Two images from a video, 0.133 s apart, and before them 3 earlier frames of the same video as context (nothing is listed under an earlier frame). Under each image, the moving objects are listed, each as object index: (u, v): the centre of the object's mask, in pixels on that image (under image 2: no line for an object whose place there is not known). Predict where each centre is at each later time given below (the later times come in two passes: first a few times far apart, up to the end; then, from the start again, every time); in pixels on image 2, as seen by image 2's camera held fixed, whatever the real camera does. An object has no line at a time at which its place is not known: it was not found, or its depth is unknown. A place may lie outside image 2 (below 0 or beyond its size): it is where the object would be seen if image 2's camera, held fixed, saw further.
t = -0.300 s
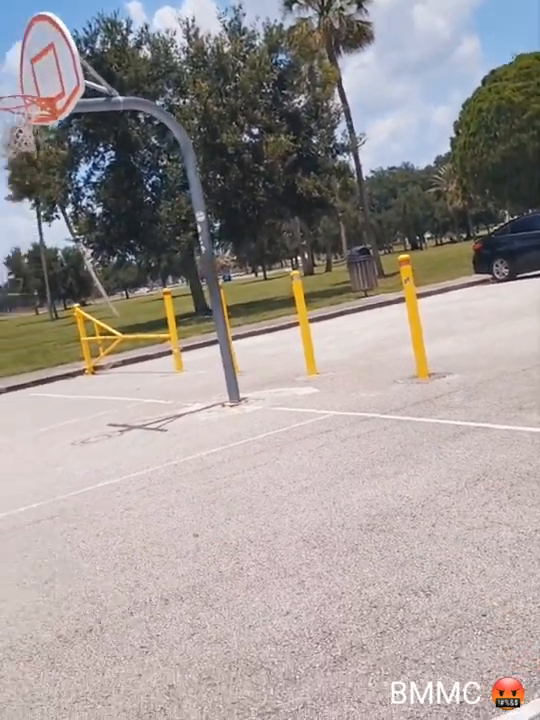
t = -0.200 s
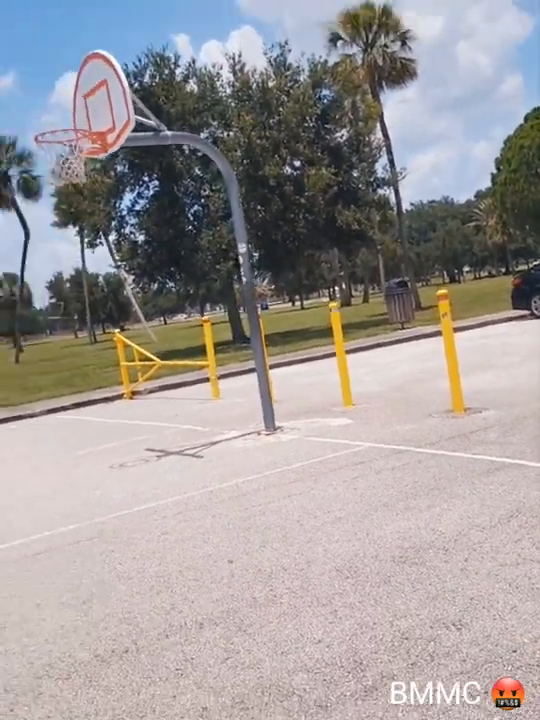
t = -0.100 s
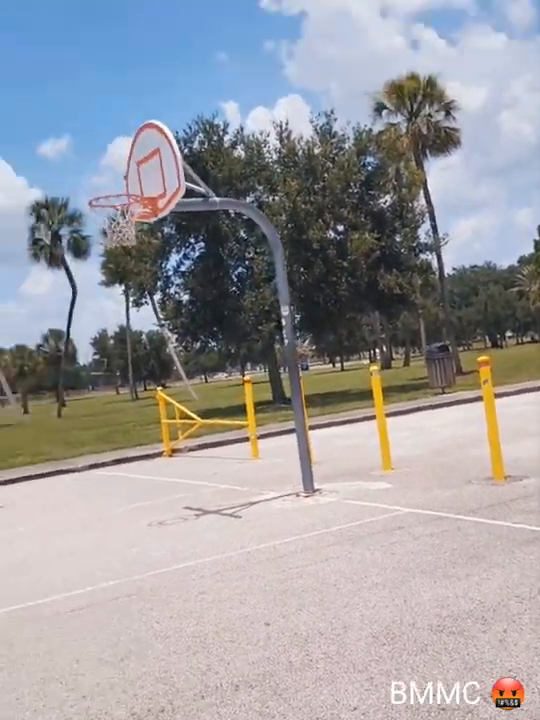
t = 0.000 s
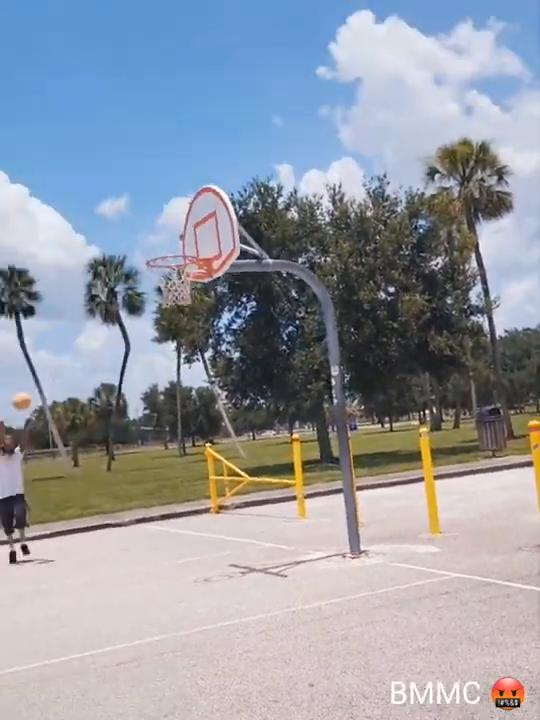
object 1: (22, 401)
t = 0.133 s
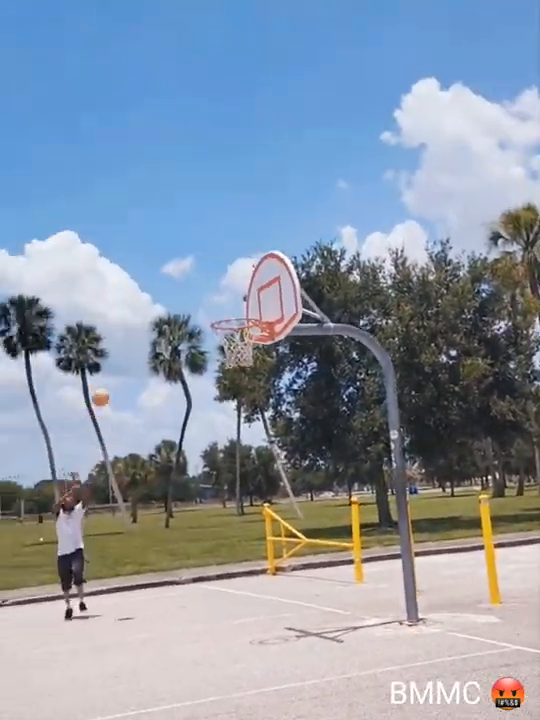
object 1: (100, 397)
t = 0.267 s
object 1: (115, 349)
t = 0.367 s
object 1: (128, 322)
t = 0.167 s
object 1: (104, 384)
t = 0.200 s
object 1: (107, 371)
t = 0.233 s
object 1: (112, 360)
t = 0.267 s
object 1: (115, 349)
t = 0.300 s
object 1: (120, 339)
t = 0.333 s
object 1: (124, 330)
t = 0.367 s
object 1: (128, 322)
